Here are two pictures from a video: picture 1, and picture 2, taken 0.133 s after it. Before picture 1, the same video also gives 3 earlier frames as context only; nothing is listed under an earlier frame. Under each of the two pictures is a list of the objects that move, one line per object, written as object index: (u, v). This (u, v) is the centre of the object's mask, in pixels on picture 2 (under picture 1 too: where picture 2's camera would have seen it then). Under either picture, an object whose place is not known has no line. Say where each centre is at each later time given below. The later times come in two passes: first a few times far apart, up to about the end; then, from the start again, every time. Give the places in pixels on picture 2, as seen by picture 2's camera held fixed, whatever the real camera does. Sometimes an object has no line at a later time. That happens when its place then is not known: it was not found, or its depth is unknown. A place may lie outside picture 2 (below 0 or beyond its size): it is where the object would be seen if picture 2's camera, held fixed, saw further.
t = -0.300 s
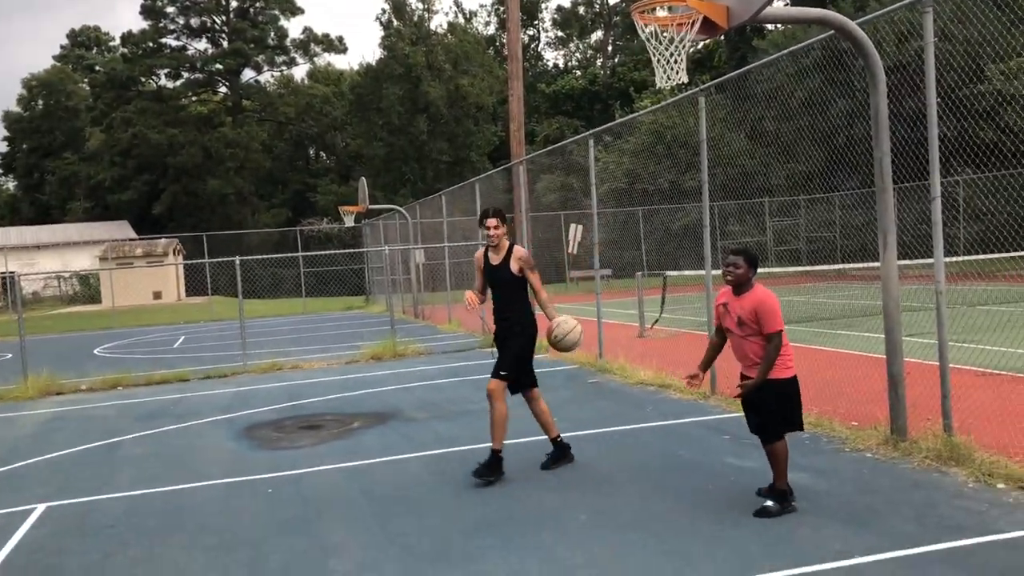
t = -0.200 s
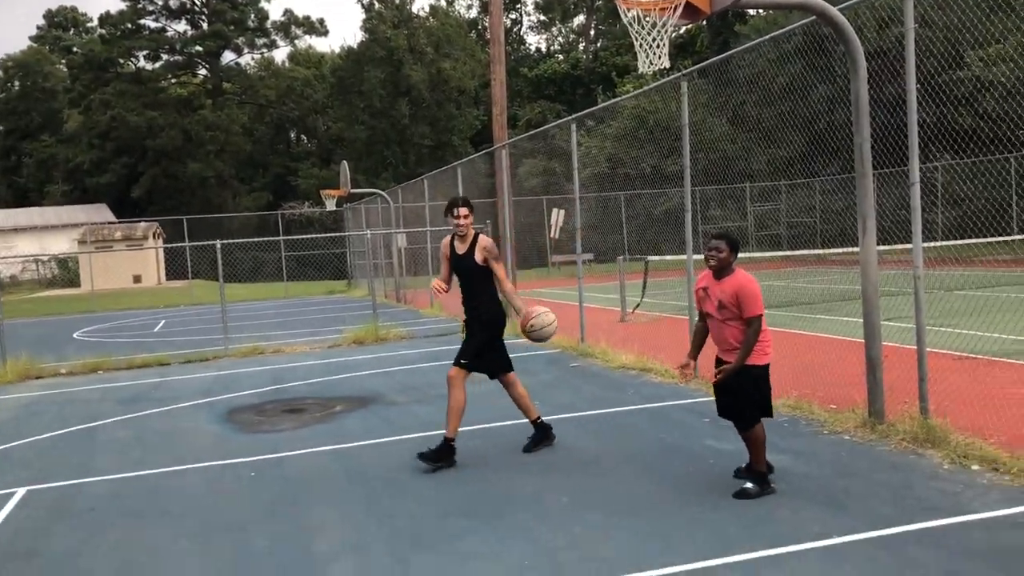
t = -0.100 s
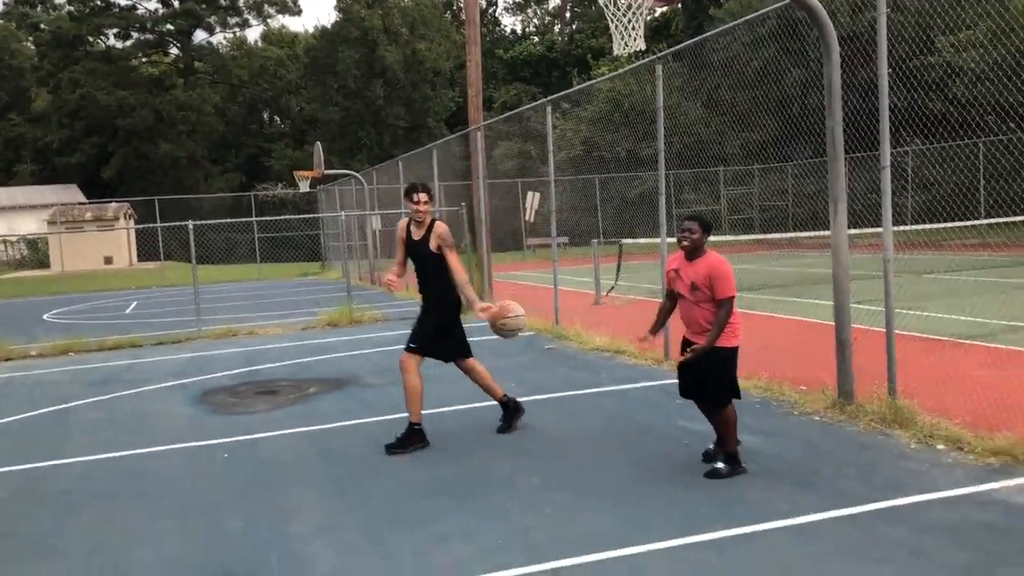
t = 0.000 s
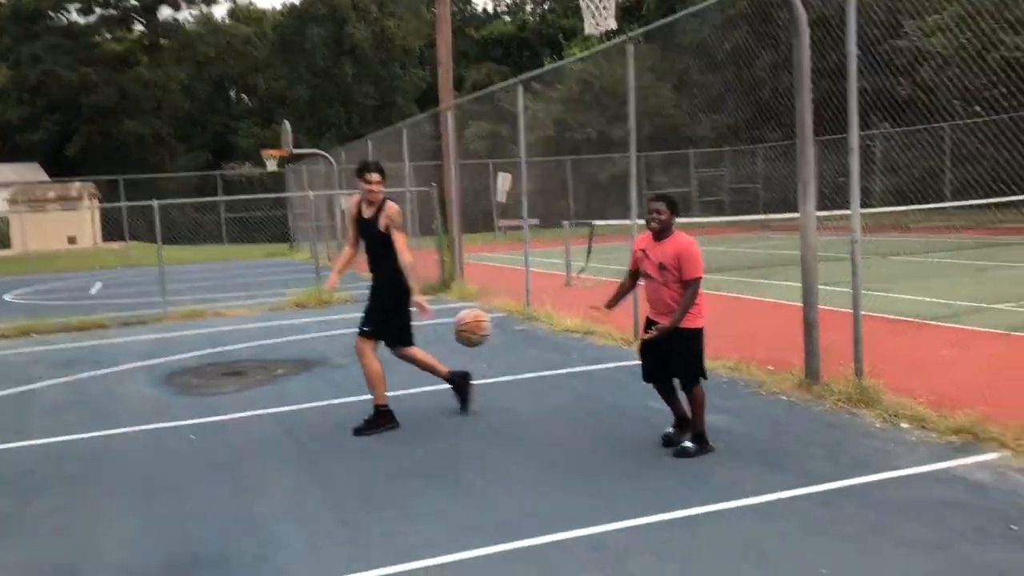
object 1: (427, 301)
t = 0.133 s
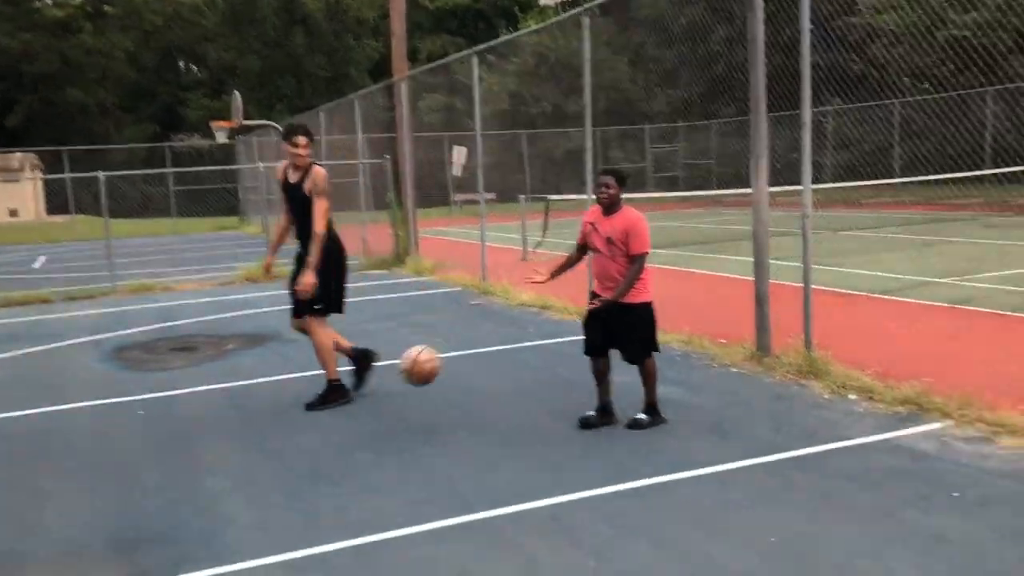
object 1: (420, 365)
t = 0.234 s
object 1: (415, 407)
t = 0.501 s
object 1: (408, 335)
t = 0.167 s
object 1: (419, 386)
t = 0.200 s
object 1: (416, 409)
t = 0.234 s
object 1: (415, 407)
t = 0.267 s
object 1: (414, 392)
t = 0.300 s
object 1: (413, 379)
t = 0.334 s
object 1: (412, 367)
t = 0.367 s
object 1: (410, 357)
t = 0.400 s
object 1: (410, 349)
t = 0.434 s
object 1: (408, 342)
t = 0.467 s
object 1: (408, 338)
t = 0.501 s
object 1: (408, 335)
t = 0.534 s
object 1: (407, 334)
